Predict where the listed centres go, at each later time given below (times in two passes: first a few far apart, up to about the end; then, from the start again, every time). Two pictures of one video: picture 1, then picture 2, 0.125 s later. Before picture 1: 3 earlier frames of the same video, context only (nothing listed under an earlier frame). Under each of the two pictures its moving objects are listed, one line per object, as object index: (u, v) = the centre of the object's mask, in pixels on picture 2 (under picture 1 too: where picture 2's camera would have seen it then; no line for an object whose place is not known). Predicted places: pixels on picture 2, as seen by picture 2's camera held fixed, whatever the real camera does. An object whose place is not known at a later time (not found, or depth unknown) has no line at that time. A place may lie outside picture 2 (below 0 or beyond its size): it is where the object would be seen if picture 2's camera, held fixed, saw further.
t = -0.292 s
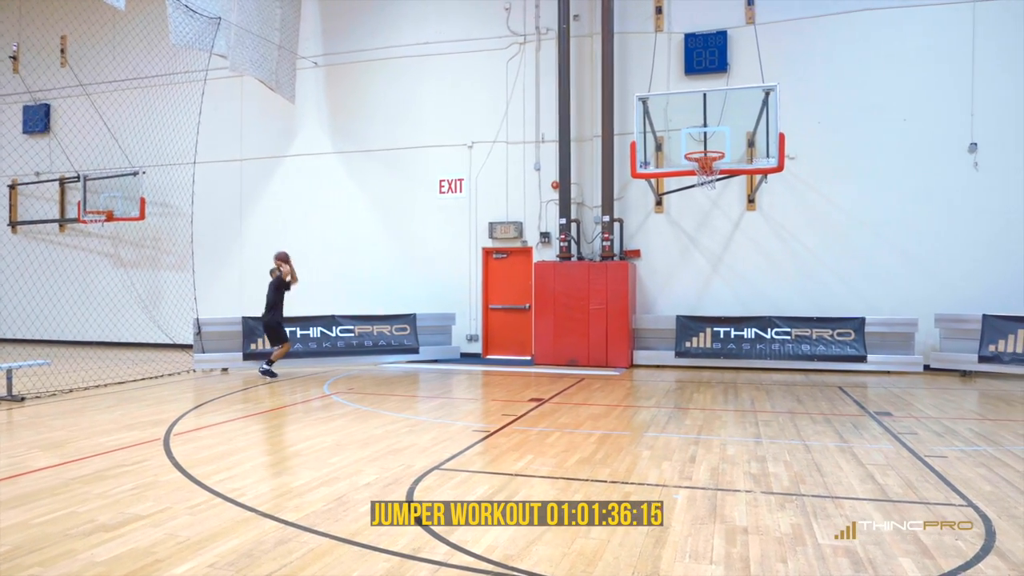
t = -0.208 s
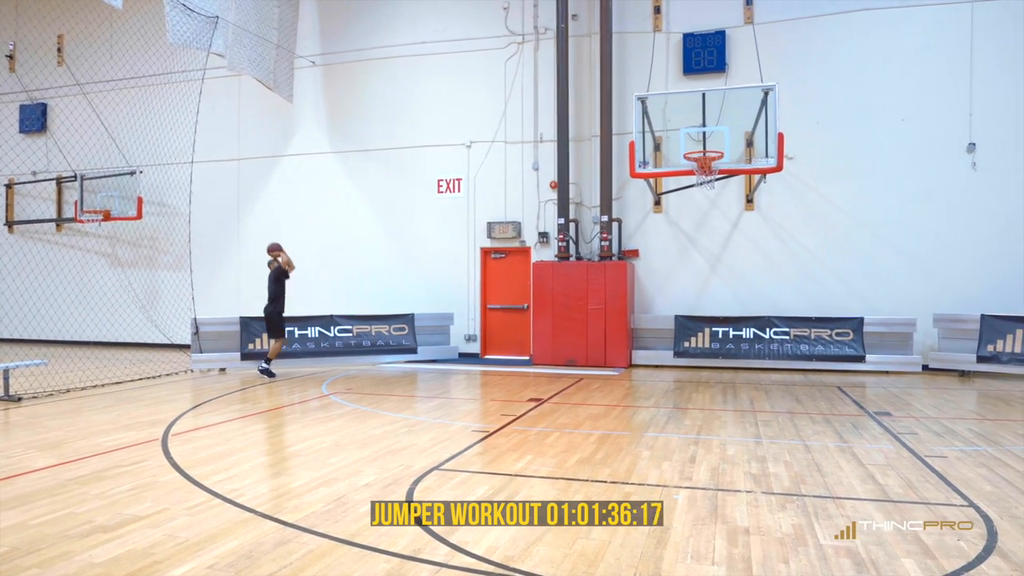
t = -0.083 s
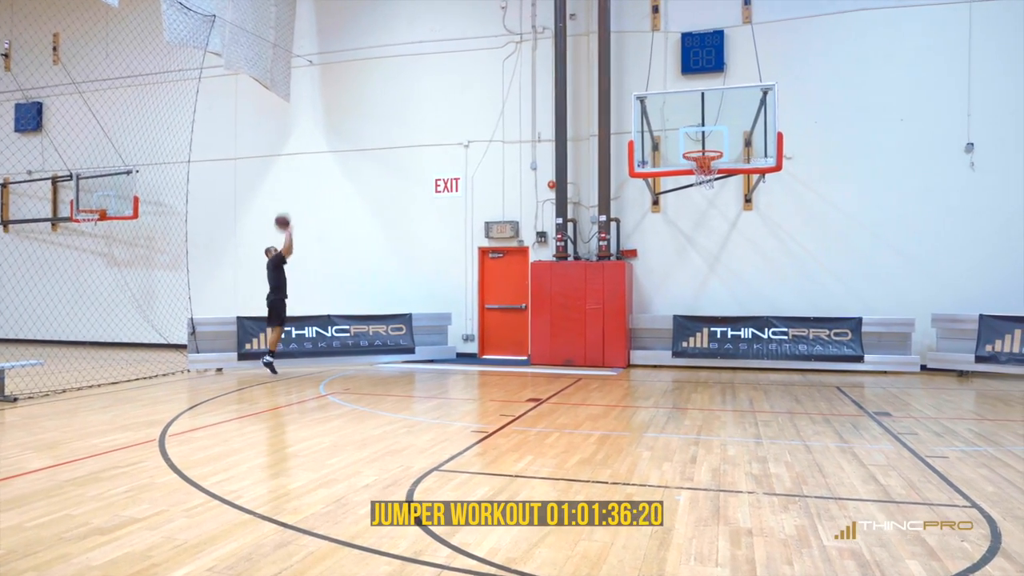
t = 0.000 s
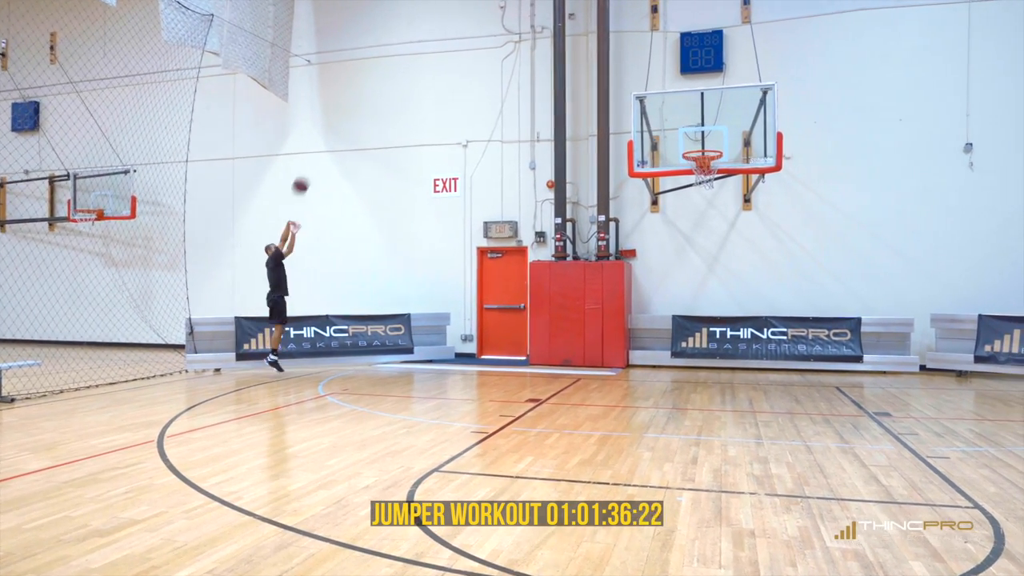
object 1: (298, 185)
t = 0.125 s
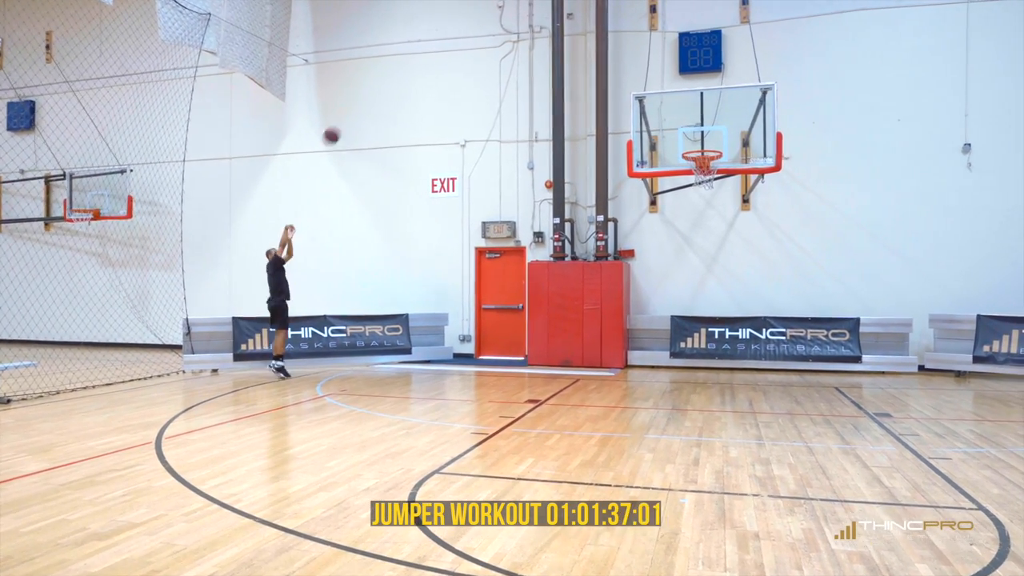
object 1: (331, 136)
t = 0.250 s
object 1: (365, 94)
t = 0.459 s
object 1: (426, 44)
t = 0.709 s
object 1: (502, 20)
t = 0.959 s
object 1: (585, 40)
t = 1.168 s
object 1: (658, 96)
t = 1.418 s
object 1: (724, 172)
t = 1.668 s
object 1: (735, 211)
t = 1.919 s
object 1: (741, 301)
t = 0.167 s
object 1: (342, 121)
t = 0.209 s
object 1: (354, 107)
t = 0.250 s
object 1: (365, 94)
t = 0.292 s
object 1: (377, 82)
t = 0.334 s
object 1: (389, 71)
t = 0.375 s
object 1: (401, 62)
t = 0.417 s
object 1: (414, 52)
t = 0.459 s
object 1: (426, 44)
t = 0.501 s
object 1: (438, 38)
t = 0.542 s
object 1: (451, 32)
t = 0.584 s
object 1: (463, 27)
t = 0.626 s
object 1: (476, 24)
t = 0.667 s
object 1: (489, 21)
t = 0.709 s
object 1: (502, 20)
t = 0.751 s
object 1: (515, 20)
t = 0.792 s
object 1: (529, 22)
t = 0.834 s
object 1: (542, 24)
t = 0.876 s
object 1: (557, 28)
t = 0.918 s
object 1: (571, 34)
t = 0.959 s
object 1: (585, 40)
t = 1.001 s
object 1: (599, 48)
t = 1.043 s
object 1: (615, 58)
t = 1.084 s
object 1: (629, 69)
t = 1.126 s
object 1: (644, 81)
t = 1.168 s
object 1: (658, 96)
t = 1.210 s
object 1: (674, 112)
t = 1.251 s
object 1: (689, 129)
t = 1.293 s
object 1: (706, 145)
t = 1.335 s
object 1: (721, 169)
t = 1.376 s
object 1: (724, 171)
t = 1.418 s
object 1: (724, 172)
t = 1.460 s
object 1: (725, 176)
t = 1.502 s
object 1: (726, 180)
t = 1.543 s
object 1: (728, 186)
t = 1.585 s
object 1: (730, 193)
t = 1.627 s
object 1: (732, 201)
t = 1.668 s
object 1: (735, 211)
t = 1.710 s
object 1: (736, 223)
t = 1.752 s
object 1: (737, 235)
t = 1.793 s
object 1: (738, 250)
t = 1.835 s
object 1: (739, 265)
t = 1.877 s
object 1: (740, 282)
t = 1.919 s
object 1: (741, 301)
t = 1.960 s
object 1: (741, 320)
